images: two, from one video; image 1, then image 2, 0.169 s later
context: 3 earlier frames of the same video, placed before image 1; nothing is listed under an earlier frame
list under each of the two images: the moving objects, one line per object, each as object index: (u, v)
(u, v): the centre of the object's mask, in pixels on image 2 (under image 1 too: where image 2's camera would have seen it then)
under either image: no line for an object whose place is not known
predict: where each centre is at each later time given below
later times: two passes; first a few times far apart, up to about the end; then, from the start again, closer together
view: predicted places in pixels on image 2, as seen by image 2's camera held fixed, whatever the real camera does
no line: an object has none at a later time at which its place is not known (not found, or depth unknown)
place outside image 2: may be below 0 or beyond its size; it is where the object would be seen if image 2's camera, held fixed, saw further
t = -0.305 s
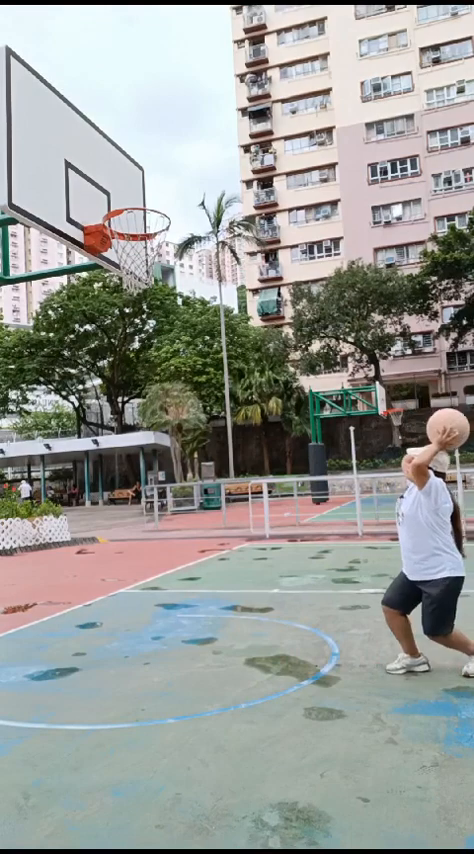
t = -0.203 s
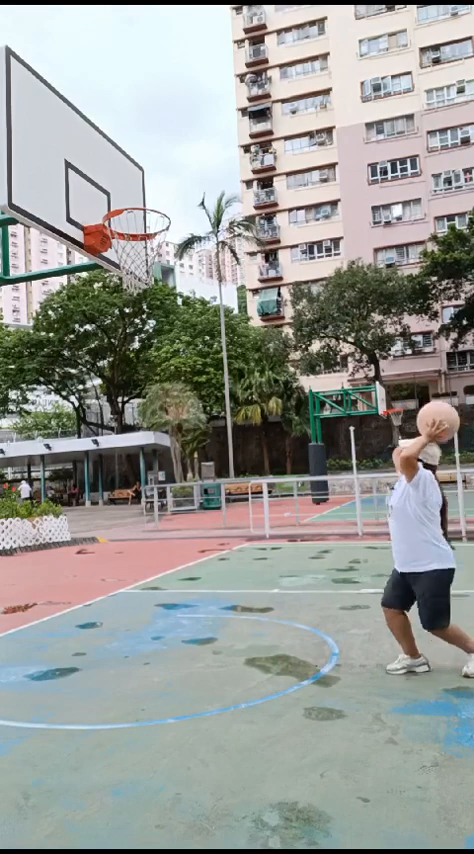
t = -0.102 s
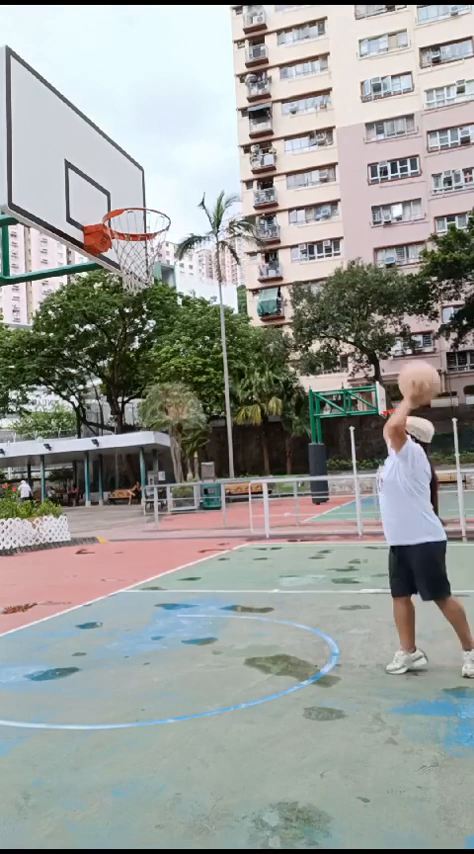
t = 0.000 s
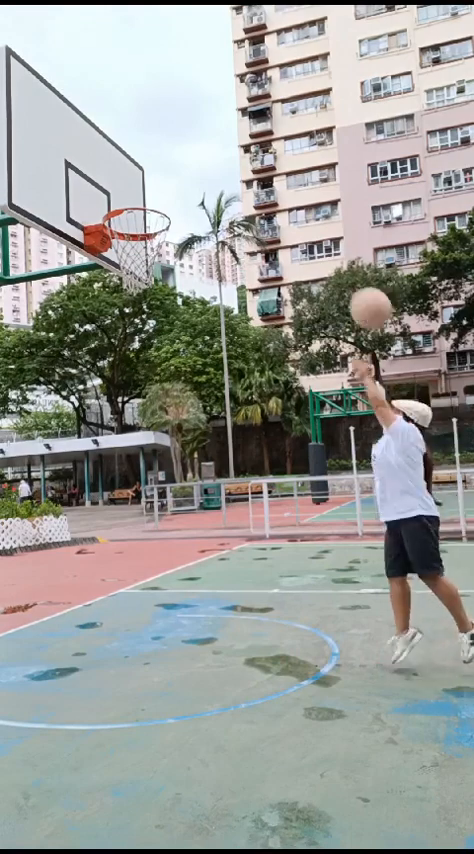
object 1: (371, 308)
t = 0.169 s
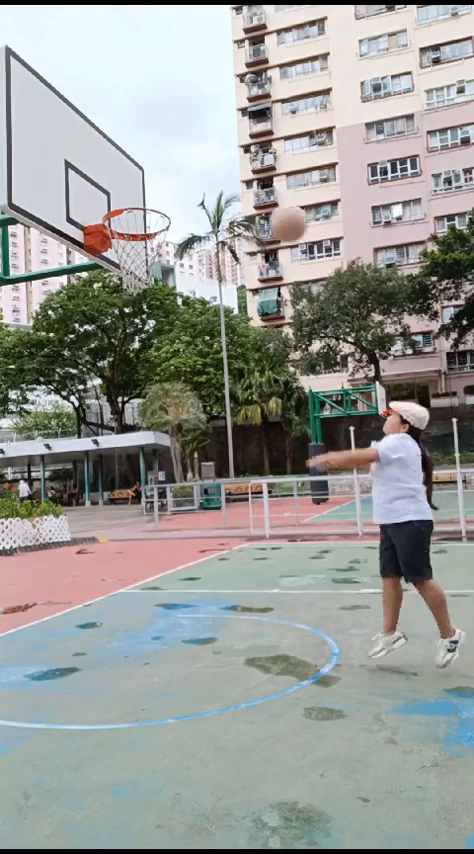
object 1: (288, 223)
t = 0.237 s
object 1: (260, 203)
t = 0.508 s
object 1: (154, 192)
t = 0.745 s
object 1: (147, 224)
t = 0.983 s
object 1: (124, 243)
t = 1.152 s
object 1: (119, 285)
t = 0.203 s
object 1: (272, 212)
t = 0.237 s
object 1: (260, 203)
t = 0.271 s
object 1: (246, 196)
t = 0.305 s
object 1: (231, 191)
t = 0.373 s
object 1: (204, 185)
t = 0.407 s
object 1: (191, 185)
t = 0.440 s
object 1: (179, 186)
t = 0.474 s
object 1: (166, 188)
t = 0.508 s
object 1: (154, 192)
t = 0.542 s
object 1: (142, 195)
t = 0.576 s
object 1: (130, 205)
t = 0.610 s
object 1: (119, 213)
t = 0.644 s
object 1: (124, 217)
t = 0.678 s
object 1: (135, 222)
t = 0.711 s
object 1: (144, 224)
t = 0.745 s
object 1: (147, 224)
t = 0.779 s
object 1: (145, 221)
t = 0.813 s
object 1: (141, 218)
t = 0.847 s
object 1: (138, 218)
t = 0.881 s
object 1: (135, 224)
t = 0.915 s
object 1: (130, 226)
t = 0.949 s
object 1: (128, 231)
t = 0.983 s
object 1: (124, 243)
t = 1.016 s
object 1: (122, 251)
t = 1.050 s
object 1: (122, 260)
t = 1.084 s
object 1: (119, 269)
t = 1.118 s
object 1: (119, 276)
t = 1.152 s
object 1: (119, 285)
